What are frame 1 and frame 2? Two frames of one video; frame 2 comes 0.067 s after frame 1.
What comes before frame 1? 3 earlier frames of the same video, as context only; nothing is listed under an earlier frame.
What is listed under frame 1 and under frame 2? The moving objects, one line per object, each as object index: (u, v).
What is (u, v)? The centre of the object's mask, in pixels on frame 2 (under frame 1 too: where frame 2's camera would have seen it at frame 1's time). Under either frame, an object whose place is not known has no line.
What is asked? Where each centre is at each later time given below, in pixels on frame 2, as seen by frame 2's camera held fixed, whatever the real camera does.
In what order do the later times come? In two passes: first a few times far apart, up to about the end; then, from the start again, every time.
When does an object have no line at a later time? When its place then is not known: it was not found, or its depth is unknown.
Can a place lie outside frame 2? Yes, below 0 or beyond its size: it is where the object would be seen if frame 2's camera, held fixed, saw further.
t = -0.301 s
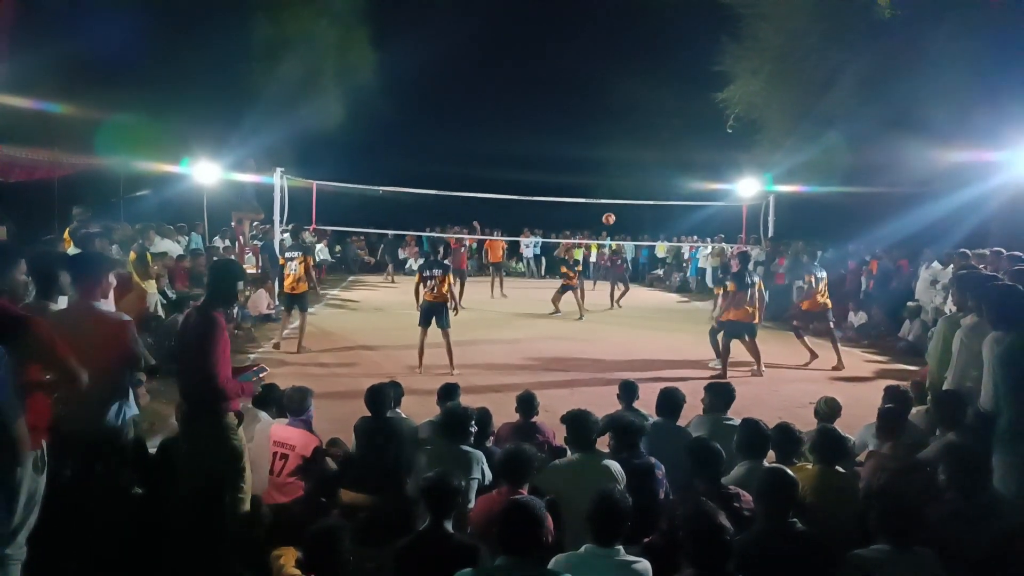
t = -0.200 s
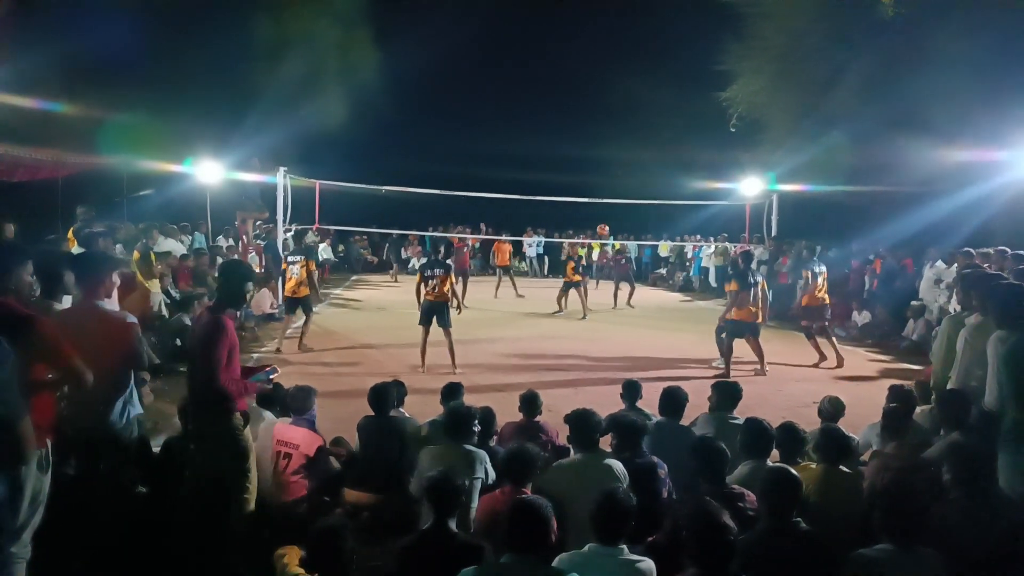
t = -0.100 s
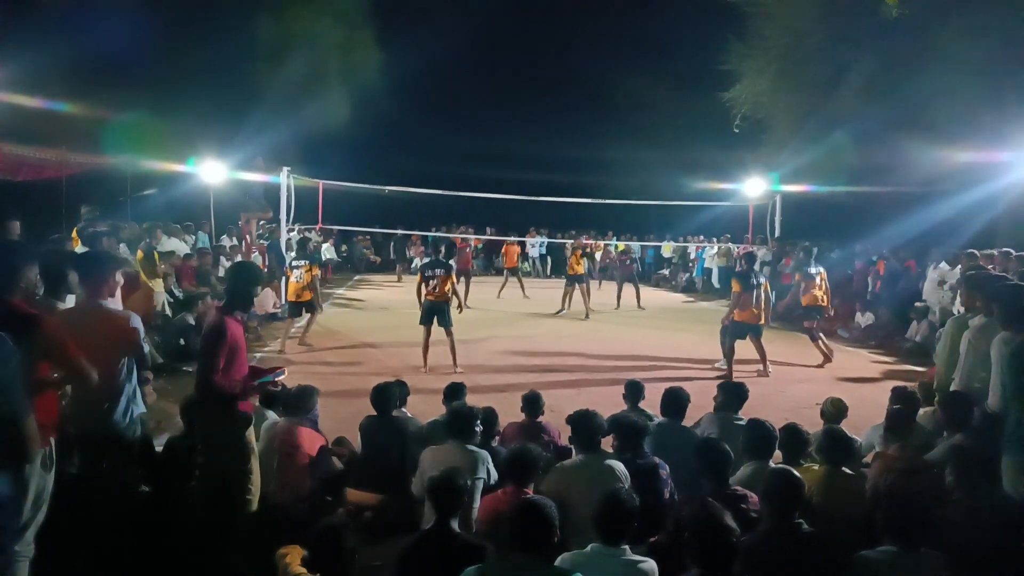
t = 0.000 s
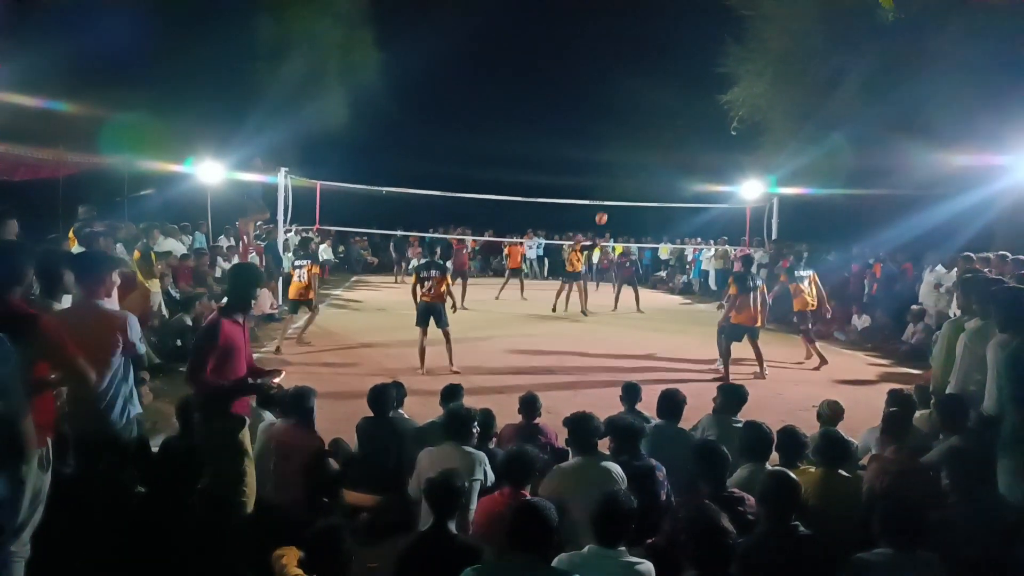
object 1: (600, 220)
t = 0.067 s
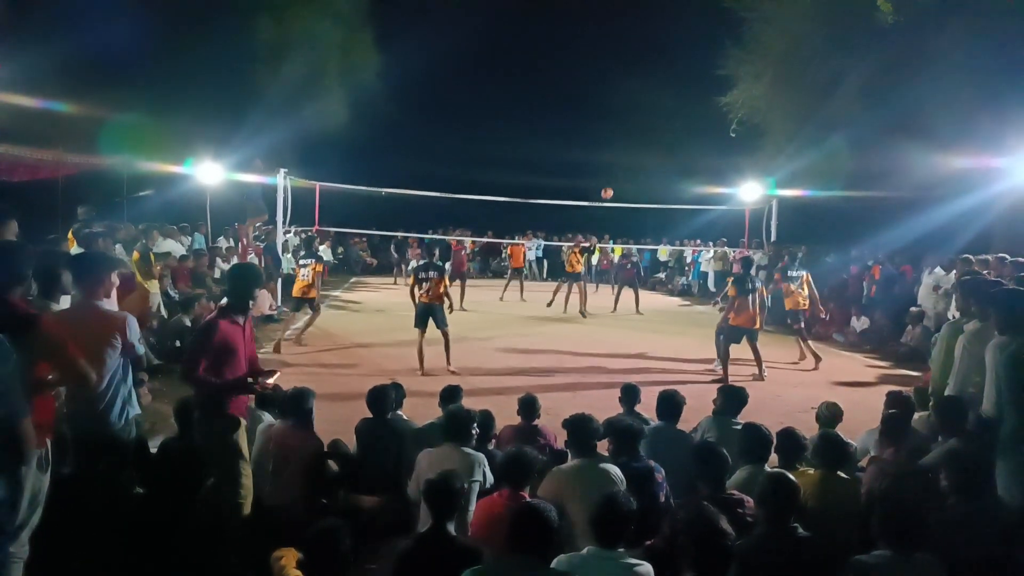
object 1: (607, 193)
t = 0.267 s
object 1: (625, 129)
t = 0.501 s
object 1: (645, 83)
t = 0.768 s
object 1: (666, 64)
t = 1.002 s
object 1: (682, 78)
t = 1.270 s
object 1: (698, 127)
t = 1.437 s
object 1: (707, 173)
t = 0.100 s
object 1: (610, 182)
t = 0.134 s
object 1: (613, 169)
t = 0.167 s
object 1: (616, 159)
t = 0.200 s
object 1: (619, 149)
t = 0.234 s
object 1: (622, 138)
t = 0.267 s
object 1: (625, 129)
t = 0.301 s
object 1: (628, 121)
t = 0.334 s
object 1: (631, 113)
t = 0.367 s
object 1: (634, 106)
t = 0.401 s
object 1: (637, 99)
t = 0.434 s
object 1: (639, 93)
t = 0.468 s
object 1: (642, 87)
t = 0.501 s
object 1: (645, 83)
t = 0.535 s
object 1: (648, 78)
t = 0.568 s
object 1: (651, 74)
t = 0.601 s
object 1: (653, 71)
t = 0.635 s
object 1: (656, 69)
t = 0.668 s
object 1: (658, 67)
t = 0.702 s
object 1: (661, 65)
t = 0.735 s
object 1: (663, 64)
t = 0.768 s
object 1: (666, 64)
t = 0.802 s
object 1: (668, 64)
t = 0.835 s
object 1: (671, 65)
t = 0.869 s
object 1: (673, 67)
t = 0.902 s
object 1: (675, 68)
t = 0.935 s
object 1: (677, 71)
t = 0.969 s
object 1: (680, 74)
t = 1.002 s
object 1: (682, 78)
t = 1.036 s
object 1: (684, 82)
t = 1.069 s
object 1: (686, 87)
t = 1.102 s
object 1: (688, 92)
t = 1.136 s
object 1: (690, 98)
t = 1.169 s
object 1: (692, 105)
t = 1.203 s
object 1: (694, 111)
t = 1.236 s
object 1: (696, 119)
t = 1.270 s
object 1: (698, 127)
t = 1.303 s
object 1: (700, 134)
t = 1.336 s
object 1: (702, 144)
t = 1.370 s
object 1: (703, 153)
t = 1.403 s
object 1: (705, 162)
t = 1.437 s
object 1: (707, 173)
